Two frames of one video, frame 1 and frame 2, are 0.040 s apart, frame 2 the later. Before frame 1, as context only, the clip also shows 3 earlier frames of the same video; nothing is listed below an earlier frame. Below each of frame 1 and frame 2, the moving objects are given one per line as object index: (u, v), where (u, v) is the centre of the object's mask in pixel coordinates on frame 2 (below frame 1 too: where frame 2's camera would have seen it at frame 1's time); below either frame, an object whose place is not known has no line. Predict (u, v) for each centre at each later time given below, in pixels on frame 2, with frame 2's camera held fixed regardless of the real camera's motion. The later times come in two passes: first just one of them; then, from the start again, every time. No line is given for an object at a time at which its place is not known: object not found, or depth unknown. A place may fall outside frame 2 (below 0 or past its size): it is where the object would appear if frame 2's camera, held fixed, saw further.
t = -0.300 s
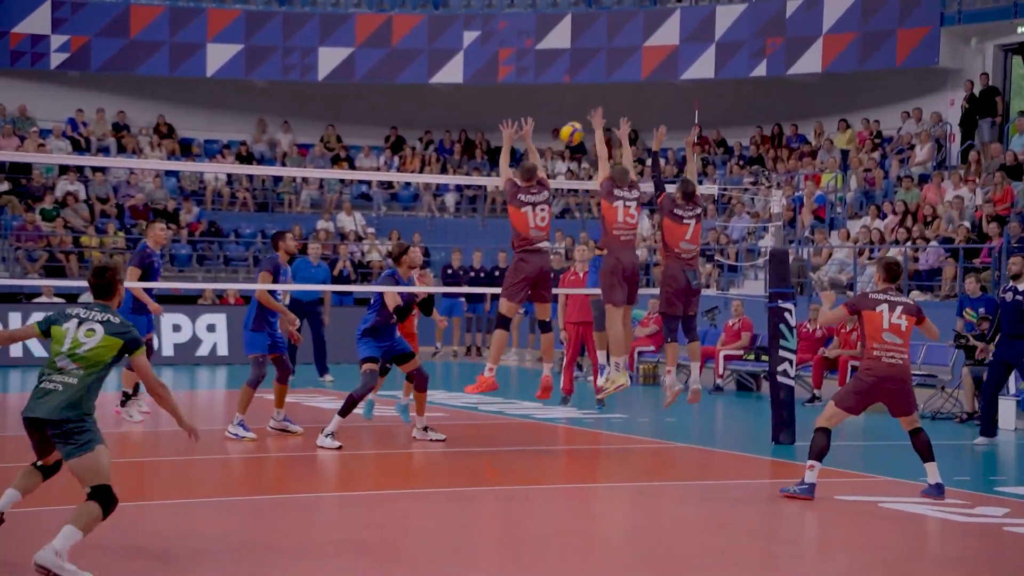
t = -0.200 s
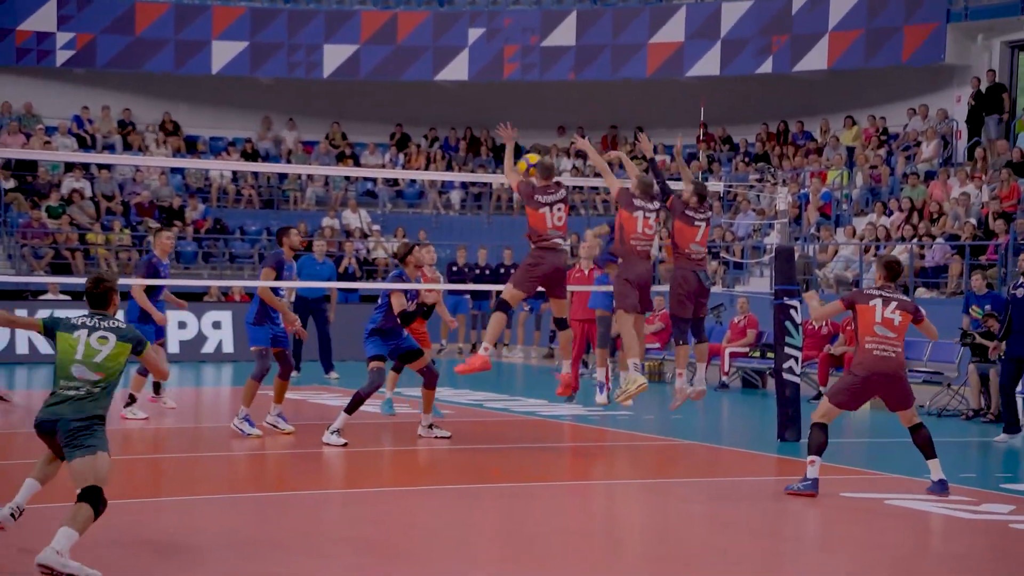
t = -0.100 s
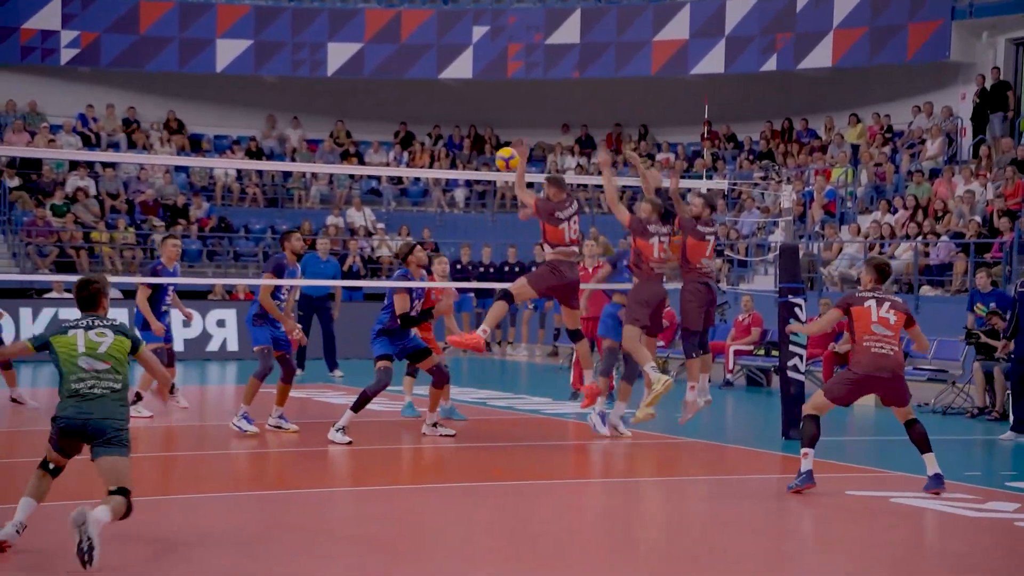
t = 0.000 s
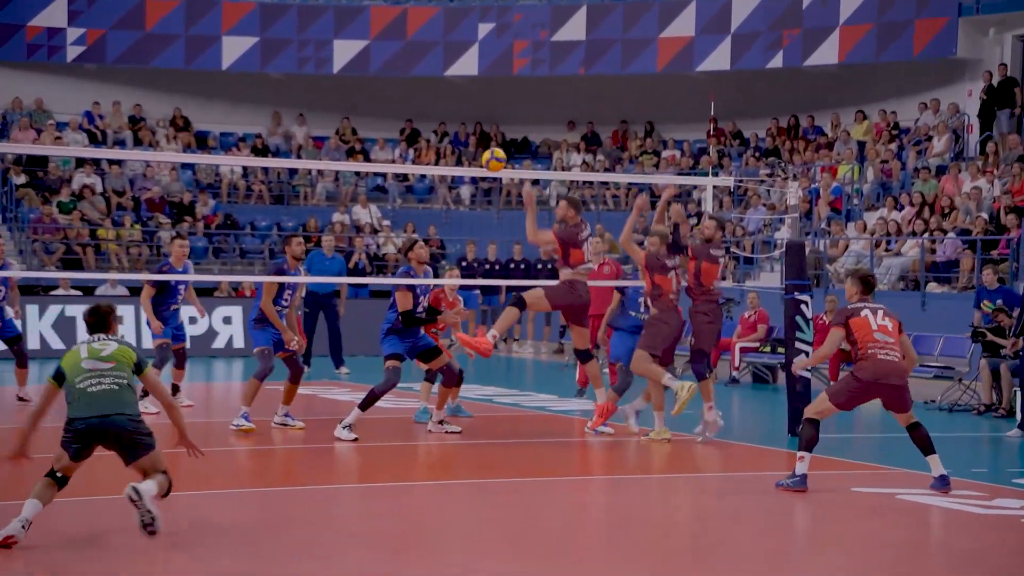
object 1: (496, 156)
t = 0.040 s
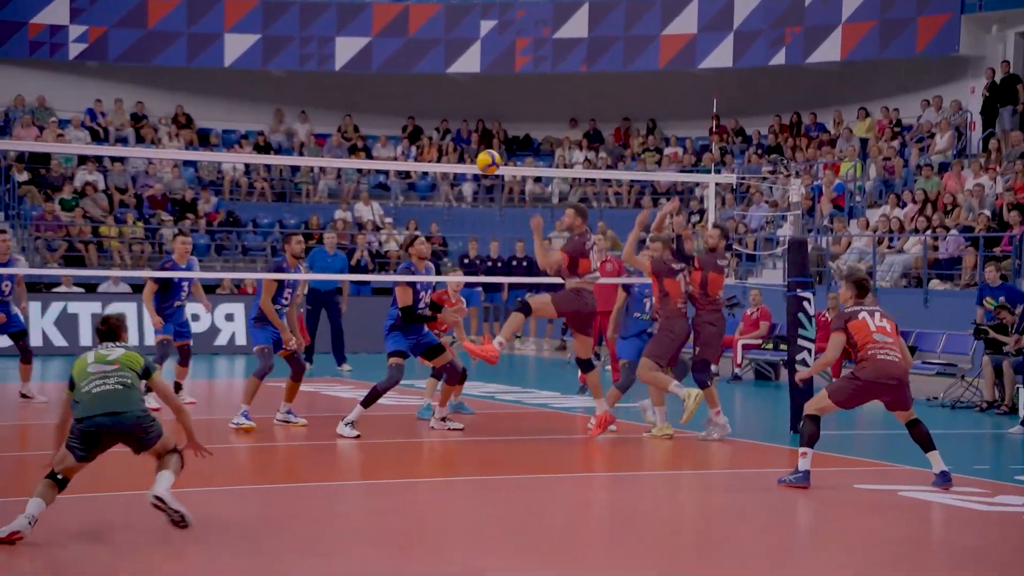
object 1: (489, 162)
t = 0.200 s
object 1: (457, 199)
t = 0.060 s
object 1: (485, 165)
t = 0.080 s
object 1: (481, 168)
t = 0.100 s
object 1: (477, 172)
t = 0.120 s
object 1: (473, 177)
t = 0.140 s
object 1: (469, 182)
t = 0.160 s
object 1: (465, 187)
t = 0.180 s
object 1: (462, 192)
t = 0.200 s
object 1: (457, 199)
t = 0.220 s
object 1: (454, 206)
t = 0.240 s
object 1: (449, 213)
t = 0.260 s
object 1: (445, 221)
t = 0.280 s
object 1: (441, 230)
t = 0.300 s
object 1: (438, 238)
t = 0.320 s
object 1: (433, 248)
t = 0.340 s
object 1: (430, 258)
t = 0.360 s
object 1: (425, 266)
